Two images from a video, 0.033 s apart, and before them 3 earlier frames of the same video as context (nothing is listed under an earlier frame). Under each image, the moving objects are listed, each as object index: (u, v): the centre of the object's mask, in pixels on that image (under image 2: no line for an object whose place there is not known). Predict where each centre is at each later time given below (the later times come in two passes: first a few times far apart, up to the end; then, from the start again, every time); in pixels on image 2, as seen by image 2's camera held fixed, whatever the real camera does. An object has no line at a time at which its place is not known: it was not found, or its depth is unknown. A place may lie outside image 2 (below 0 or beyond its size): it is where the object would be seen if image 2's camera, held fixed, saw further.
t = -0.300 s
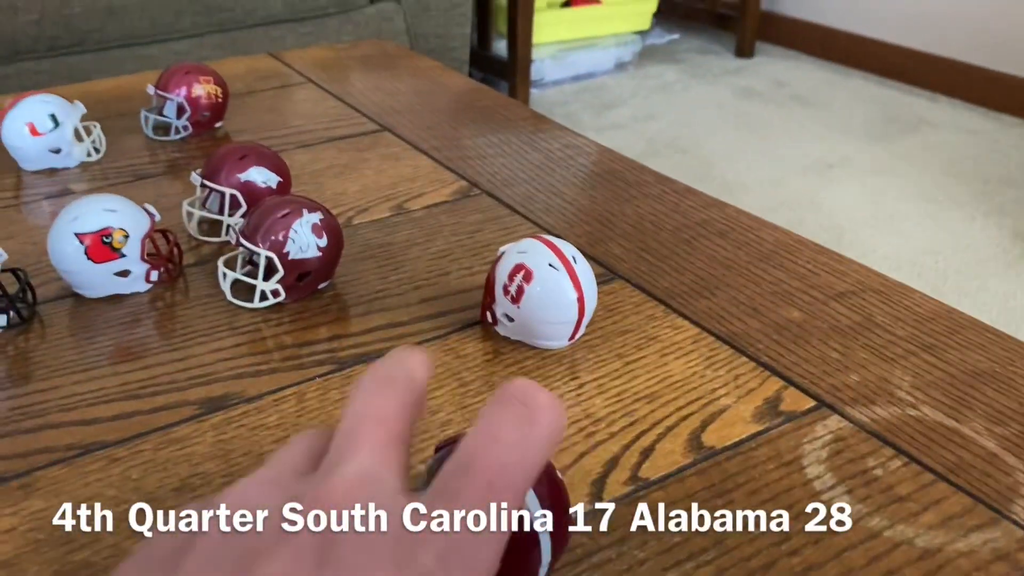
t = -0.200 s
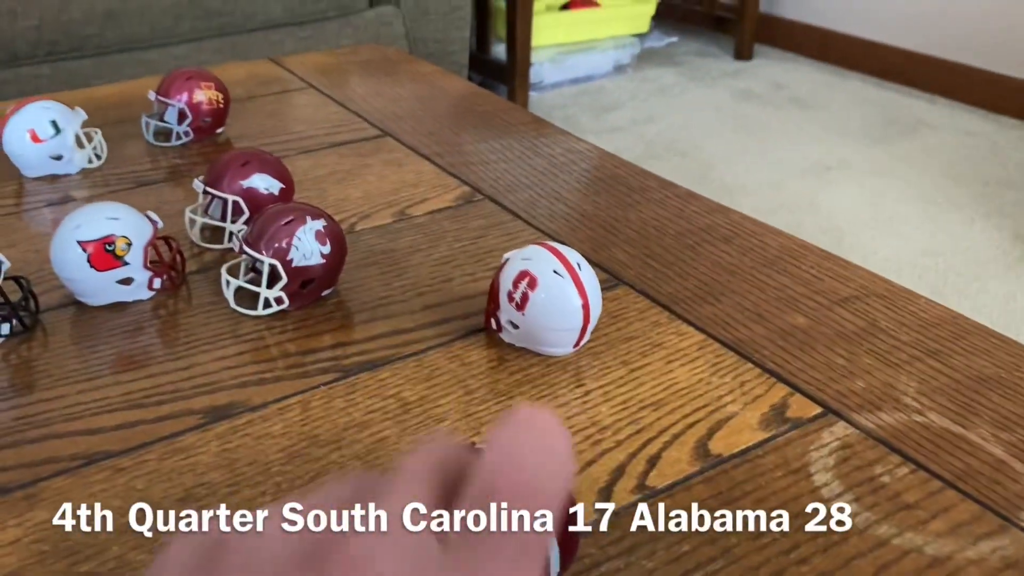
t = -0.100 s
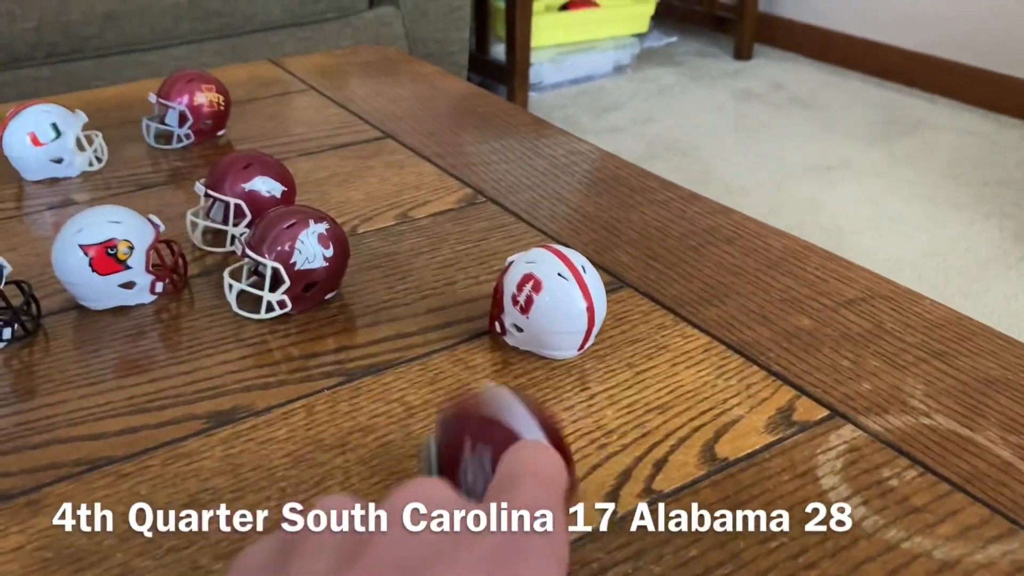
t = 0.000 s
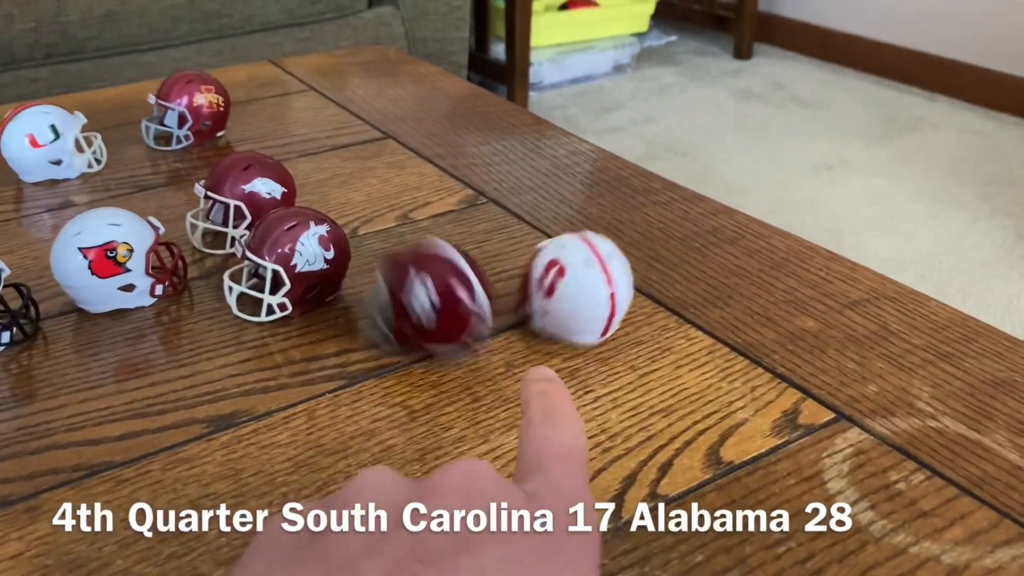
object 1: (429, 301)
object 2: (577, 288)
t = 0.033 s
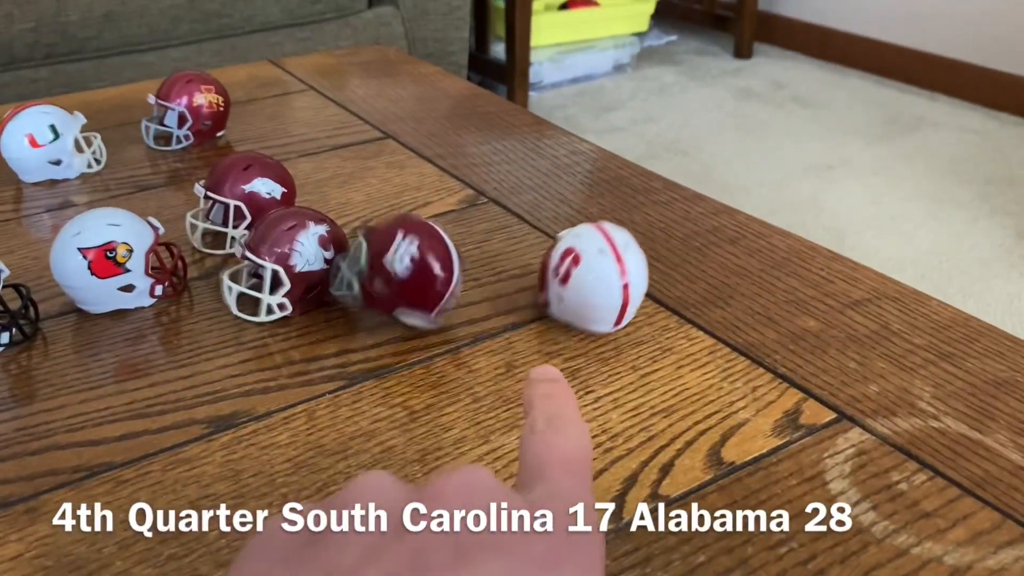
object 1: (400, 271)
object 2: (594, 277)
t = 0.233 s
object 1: (423, 205)
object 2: (616, 261)
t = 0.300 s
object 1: (409, 195)
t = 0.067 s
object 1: (401, 257)
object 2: (607, 269)
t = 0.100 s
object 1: (403, 252)
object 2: (614, 263)
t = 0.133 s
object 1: (411, 243)
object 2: (616, 261)
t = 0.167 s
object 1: (420, 227)
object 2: (616, 261)
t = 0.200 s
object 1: (424, 214)
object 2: (616, 261)
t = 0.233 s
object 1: (423, 205)
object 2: (616, 261)
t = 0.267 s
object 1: (416, 203)
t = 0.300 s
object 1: (409, 195)
